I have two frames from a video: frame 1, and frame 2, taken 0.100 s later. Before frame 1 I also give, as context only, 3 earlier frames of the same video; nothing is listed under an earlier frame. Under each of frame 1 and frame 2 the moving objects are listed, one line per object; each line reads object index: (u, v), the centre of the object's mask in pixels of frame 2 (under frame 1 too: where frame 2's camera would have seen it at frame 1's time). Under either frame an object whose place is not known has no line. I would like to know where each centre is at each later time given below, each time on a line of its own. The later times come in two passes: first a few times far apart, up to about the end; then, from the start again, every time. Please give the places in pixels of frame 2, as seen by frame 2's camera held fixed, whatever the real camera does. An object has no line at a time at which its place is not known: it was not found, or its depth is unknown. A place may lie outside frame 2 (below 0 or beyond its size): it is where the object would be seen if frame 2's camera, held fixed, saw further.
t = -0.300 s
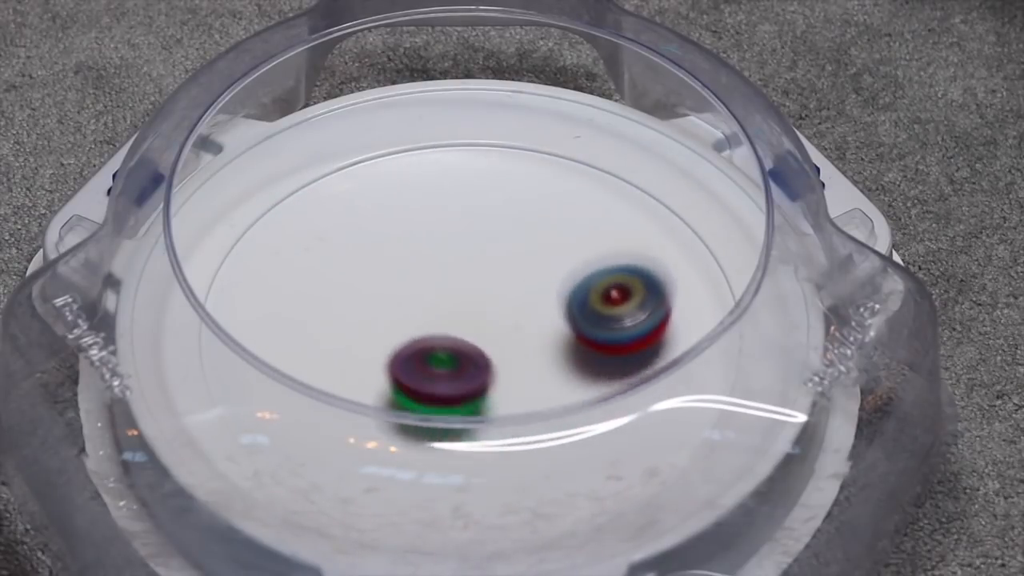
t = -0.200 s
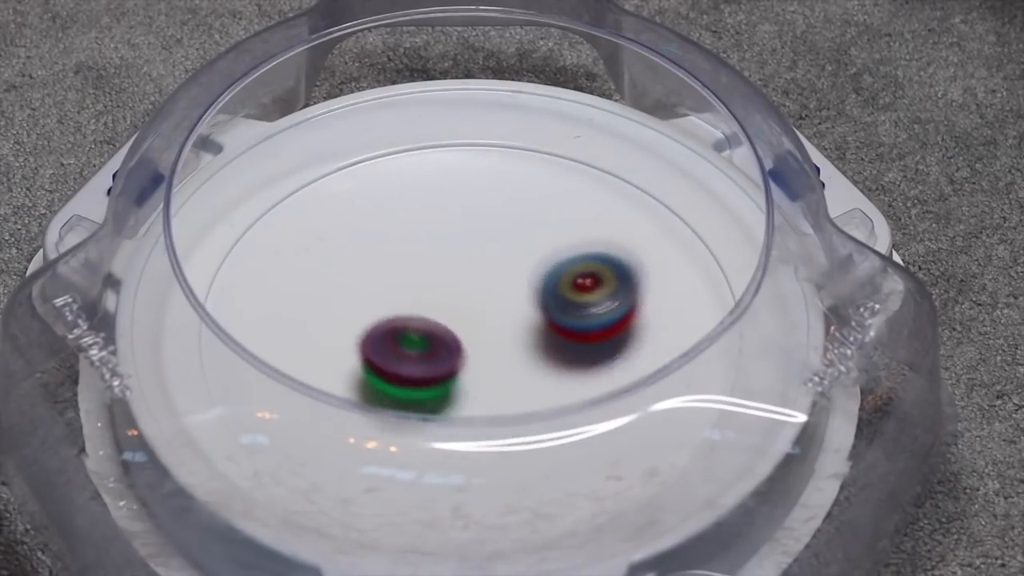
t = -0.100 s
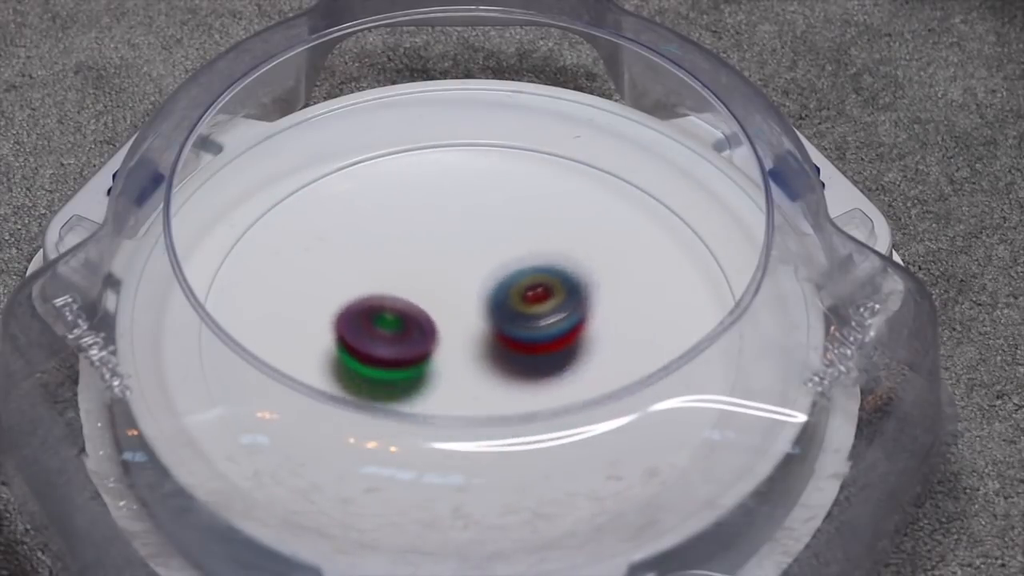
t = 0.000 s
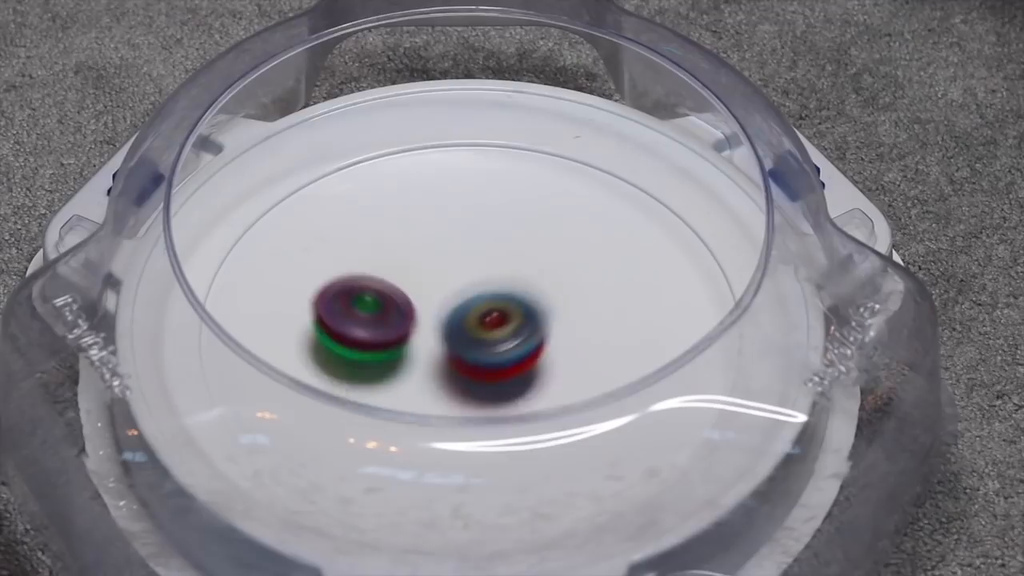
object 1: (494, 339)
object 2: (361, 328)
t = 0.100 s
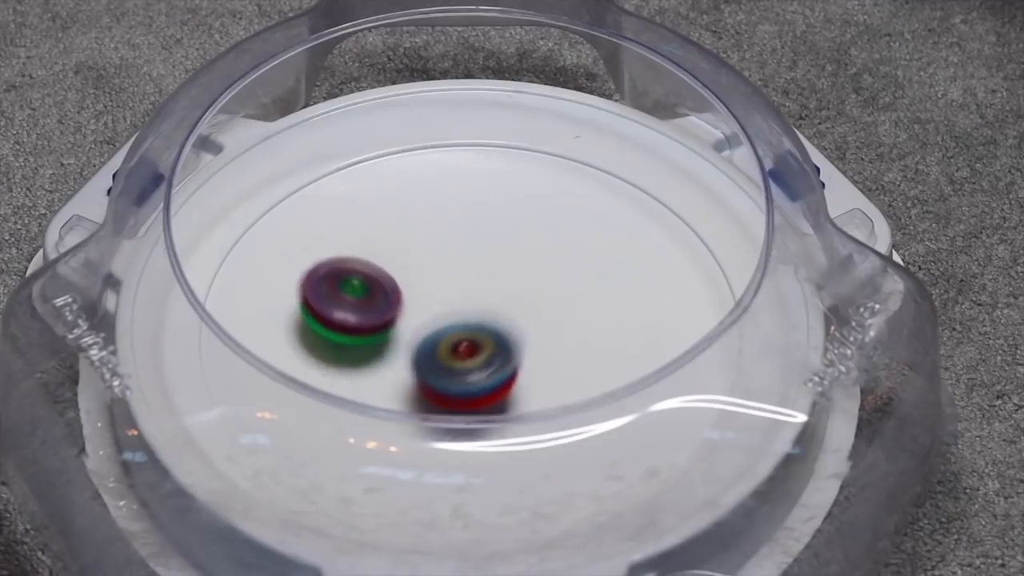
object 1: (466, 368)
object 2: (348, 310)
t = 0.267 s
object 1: (455, 414)
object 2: (349, 290)
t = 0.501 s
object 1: (512, 418)
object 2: (394, 277)
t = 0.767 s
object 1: (453, 351)
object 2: (478, 260)
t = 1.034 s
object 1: (360, 356)
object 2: (540, 264)
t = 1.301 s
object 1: (419, 361)
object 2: (569, 303)
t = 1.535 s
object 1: (443, 288)
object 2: (555, 351)
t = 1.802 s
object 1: (390, 251)
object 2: (503, 382)
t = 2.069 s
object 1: (450, 310)
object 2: (437, 397)
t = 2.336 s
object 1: (556, 294)
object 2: (390, 370)
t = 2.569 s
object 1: (541, 261)
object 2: (379, 335)
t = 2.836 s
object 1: (538, 326)
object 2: (358, 289)
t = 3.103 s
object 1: (593, 351)
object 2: (403, 275)
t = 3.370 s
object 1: (534, 352)
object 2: (478, 284)
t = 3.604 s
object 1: (473, 420)
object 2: (517, 276)
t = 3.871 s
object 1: (443, 431)
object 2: (543, 320)
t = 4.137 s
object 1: (408, 370)
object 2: (522, 366)
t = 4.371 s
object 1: (378, 312)
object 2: (478, 381)
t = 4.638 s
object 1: (372, 251)
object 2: (423, 374)
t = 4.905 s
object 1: (418, 239)
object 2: (398, 341)
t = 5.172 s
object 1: (510, 247)
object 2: (414, 309)
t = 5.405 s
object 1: (574, 269)
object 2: (454, 293)
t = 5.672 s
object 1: (606, 320)
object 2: (496, 300)
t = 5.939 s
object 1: (580, 368)
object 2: (508, 323)
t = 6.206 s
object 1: (508, 404)
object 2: (486, 338)
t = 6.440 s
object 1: (426, 415)
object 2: (458, 339)
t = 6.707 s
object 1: (362, 369)
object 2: (445, 328)
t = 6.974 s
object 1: (341, 315)
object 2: (465, 312)
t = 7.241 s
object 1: (372, 264)
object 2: (514, 309)
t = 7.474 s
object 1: (442, 249)
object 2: (532, 326)
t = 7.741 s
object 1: (520, 261)
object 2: (517, 362)
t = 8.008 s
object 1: (564, 306)
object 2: (466, 372)
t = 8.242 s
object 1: (552, 357)
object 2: (423, 360)
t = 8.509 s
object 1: (487, 382)
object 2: (414, 323)
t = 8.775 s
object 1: (412, 375)
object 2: (450, 295)
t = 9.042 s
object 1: (377, 328)
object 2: (499, 304)
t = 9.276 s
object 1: (396, 280)
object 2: (520, 332)
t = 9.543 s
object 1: (464, 258)
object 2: (492, 362)
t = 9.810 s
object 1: (531, 280)
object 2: (441, 370)
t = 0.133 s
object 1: (460, 374)
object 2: (345, 305)
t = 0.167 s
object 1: (456, 380)
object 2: (345, 301)
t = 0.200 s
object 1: (454, 397)
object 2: (345, 297)
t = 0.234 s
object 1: (453, 407)
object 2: (347, 293)
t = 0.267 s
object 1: (455, 414)
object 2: (349, 290)
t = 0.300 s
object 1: (459, 421)
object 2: (353, 287)
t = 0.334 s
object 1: (465, 429)
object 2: (358, 285)
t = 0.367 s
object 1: (475, 432)
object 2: (364, 282)
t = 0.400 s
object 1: (486, 431)
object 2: (370, 281)
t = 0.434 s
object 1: (497, 430)
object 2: (377, 279)
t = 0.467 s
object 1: (506, 427)
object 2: (386, 278)
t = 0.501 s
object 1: (512, 418)
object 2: (394, 277)
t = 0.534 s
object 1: (514, 399)
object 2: (404, 277)
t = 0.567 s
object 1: (512, 383)
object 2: (414, 277)
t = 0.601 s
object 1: (508, 376)
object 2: (425, 277)
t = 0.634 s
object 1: (501, 369)
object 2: (435, 277)
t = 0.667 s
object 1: (490, 363)
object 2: (445, 276)
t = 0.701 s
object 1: (478, 357)
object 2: (456, 270)
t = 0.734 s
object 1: (466, 356)
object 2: (468, 264)
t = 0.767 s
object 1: (453, 351)
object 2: (478, 260)
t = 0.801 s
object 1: (439, 351)
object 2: (486, 258)
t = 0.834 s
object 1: (423, 350)
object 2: (493, 259)
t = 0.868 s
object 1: (409, 346)
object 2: (502, 258)
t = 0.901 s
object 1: (396, 349)
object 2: (510, 259)
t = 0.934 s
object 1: (383, 350)
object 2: (518, 259)
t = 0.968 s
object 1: (373, 351)
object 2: (526, 261)
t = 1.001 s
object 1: (366, 353)
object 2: (533, 262)
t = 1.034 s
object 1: (360, 356)
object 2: (540, 264)
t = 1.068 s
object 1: (358, 358)
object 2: (546, 267)
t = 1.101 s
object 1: (360, 361)
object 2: (551, 271)
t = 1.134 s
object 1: (365, 365)
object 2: (557, 275)
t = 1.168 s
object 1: (373, 367)
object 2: (561, 279)
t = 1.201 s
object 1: (385, 369)
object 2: (564, 284)
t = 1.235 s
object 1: (397, 368)
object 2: (566, 290)
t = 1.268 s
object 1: (408, 365)
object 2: (568, 296)
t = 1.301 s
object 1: (419, 361)
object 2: (569, 303)
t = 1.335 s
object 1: (428, 350)
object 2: (569, 309)
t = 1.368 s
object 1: (435, 340)
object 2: (569, 316)
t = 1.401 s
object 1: (440, 331)
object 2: (567, 323)
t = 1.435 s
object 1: (443, 320)
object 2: (565, 330)
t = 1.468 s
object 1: (445, 309)
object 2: (563, 337)
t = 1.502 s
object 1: (445, 298)
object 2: (560, 344)
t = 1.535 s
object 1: (443, 288)
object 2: (555, 351)
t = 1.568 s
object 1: (440, 278)
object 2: (550, 356)
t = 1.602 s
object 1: (435, 268)
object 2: (545, 361)
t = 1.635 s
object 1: (429, 261)
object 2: (539, 366)
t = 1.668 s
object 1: (422, 254)
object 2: (533, 370)
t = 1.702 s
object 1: (414, 249)
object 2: (526, 373)
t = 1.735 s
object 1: (405, 247)
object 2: (519, 376)
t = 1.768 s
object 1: (397, 247)
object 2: (511, 379)
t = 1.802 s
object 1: (390, 251)
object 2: (503, 382)
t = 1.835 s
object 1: (386, 258)
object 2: (494, 384)
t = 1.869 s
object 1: (386, 266)
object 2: (486, 386)
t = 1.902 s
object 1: (390, 275)
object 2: (477, 388)
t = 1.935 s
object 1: (398, 284)
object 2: (469, 389)
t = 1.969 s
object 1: (408, 293)
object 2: (461, 389)
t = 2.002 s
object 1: (421, 300)
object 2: (454, 390)
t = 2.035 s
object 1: (435, 306)
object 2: (447, 390)
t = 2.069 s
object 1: (450, 310)
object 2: (437, 397)
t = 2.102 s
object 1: (465, 313)
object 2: (429, 403)
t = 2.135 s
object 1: (480, 314)
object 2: (423, 400)
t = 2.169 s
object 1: (494, 314)
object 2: (416, 397)
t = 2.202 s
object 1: (509, 312)
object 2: (409, 394)
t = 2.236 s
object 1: (523, 309)
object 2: (403, 391)
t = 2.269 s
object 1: (535, 305)
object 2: (398, 387)
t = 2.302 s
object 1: (547, 300)
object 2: (395, 372)
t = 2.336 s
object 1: (556, 294)
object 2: (390, 370)
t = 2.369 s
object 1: (564, 287)
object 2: (386, 366)
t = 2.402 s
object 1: (568, 280)
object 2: (383, 362)
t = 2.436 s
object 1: (570, 273)
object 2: (380, 358)
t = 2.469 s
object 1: (568, 267)
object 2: (379, 354)
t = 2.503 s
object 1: (562, 262)
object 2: (378, 348)
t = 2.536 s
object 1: (552, 260)
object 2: (378, 342)
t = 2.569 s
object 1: (541, 261)
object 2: (379, 335)
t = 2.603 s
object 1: (529, 265)
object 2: (380, 329)
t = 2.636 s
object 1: (517, 272)
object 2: (382, 323)
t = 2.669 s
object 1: (507, 280)
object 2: (386, 317)
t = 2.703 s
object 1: (499, 290)
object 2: (388, 311)
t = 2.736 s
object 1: (510, 301)
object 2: (375, 302)
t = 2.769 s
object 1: (521, 311)
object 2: (364, 296)
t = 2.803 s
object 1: (530, 319)
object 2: (359, 292)
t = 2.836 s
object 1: (538, 326)
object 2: (358, 289)
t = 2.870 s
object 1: (547, 334)
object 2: (361, 286)
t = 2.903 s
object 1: (554, 338)
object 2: (364, 284)
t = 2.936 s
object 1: (563, 344)
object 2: (368, 281)
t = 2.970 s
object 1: (570, 348)
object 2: (373, 278)
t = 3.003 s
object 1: (577, 350)
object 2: (379, 277)
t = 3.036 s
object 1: (583, 351)
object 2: (387, 276)
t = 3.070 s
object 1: (588, 351)
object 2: (394, 275)
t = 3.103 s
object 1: (593, 351)
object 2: (403, 275)
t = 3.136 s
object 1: (596, 350)
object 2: (412, 275)
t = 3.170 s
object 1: (595, 349)
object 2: (421, 276)
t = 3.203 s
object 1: (590, 348)
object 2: (431, 276)
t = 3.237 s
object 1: (582, 348)
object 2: (441, 278)
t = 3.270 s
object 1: (572, 348)
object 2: (451, 280)
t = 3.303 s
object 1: (561, 349)
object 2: (461, 283)
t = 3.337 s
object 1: (548, 350)
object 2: (470, 285)
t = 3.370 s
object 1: (534, 352)
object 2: (478, 284)
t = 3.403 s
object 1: (520, 361)
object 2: (487, 279)
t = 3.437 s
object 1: (509, 374)
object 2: (495, 274)
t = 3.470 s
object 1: (500, 380)
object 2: (500, 269)
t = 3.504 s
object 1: (492, 385)
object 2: (504, 267)
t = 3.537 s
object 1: (486, 397)
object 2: (508, 269)
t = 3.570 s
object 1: (478, 415)
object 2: (512, 272)
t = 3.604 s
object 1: (473, 420)
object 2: (517, 276)
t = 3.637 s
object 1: (469, 425)
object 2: (521, 281)
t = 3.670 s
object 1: (463, 430)
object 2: (526, 286)
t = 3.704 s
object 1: (458, 433)
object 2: (530, 291)
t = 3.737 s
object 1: (454, 434)
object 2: (534, 296)
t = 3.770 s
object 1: (451, 436)
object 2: (538, 302)
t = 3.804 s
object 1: (448, 436)
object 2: (540, 307)
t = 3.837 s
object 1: (446, 434)
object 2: (542, 314)
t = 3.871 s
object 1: (443, 431)
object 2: (543, 320)
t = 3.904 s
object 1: (440, 430)
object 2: (543, 326)
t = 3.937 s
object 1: (435, 428)
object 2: (542, 333)
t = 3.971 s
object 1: (432, 417)
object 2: (541, 339)
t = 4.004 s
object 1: (428, 410)
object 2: (538, 346)
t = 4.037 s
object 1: (422, 403)
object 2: (535, 353)
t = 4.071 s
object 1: (419, 381)
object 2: (531, 358)
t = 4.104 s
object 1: (413, 376)
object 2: (526, 363)
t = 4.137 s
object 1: (408, 370)
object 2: (522, 366)
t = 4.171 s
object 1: (403, 363)
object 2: (516, 370)
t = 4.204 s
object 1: (398, 357)
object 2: (511, 372)
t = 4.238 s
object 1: (393, 348)
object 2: (505, 375)
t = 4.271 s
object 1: (388, 339)
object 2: (498, 377)
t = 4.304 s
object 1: (385, 330)
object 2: (492, 378)
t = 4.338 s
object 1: (381, 321)
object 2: (485, 380)
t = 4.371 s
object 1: (378, 312)
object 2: (478, 381)
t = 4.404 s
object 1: (375, 301)
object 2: (470, 381)
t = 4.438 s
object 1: (373, 292)
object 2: (463, 381)
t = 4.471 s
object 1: (371, 286)
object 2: (457, 381)
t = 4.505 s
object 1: (371, 278)
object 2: (450, 380)
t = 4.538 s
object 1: (370, 271)
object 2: (443, 379)
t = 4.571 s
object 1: (370, 263)
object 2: (436, 378)
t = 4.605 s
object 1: (371, 257)
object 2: (430, 376)
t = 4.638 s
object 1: (372, 251)
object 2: (423, 374)
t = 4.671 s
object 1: (375, 246)
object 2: (418, 372)
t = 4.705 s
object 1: (378, 242)
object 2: (414, 368)
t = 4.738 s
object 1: (382, 238)
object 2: (409, 366)
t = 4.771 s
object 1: (387, 236)
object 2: (406, 363)
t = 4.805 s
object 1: (393, 236)
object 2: (404, 358)
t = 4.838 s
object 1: (401, 236)
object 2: (401, 353)
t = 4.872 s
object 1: (409, 237)
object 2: (399, 347)
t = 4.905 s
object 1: (418, 239)
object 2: (398, 341)
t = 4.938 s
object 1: (428, 241)
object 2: (398, 336)
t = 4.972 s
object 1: (440, 242)
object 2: (398, 331)
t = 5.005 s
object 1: (452, 243)
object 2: (398, 328)
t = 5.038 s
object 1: (464, 244)
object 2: (401, 324)
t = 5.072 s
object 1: (475, 244)
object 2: (403, 321)
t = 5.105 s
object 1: (487, 245)
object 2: (407, 317)
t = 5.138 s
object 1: (499, 246)
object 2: (410, 313)
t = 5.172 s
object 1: (510, 247)
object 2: (414, 309)
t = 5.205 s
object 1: (520, 249)
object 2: (418, 305)
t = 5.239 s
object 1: (530, 251)
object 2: (423, 302)
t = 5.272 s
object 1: (540, 254)
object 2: (428, 299)
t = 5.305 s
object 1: (550, 257)
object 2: (434, 297)
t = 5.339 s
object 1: (558, 260)
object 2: (440, 295)
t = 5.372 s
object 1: (566, 265)
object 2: (447, 294)
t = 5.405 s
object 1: (574, 269)
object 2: (454, 293)
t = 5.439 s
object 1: (580, 274)
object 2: (460, 292)
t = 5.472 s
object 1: (586, 279)
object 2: (467, 292)
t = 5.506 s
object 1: (590, 285)
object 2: (473, 293)
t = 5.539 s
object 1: (594, 291)
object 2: (480, 294)
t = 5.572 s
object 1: (597, 298)
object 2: (486, 295)
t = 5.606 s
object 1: (601, 305)
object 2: (489, 296)
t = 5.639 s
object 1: (604, 312)
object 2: (492, 298)
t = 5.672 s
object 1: (606, 320)
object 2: (496, 300)
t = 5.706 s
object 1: (606, 327)
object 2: (500, 303)
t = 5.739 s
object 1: (606, 334)
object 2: (503, 307)
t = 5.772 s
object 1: (604, 341)
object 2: (506, 310)
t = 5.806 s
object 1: (601, 347)
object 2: (508, 313)
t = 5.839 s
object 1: (597, 352)
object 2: (509, 315)
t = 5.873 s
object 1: (592, 357)
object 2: (509, 318)
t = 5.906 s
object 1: (586, 362)
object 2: (509, 321)
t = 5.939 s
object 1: (580, 368)
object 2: (508, 323)
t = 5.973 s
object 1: (573, 373)
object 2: (506, 326)
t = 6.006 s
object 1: (565, 377)
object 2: (504, 328)
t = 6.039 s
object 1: (557, 381)
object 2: (502, 330)
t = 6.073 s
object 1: (548, 384)
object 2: (499, 332)
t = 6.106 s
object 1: (540, 394)
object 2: (497, 334)
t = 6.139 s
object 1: (529, 397)
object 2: (494, 335)
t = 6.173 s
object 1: (519, 401)
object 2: (490, 336)
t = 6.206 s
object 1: (508, 404)
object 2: (486, 338)
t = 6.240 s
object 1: (497, 405)
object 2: (481, 339)
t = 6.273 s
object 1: (486, 407)
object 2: (477, 340)
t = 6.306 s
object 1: (474, 408)
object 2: (473, 341)
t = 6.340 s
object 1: (460, 414)
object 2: (469, 341)
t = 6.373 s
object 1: (448, 415)
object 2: (465, 340)
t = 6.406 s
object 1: (436, 416)
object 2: (461, 340)
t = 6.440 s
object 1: (426, 415)
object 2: (458, 339)
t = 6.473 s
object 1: (417, 412)
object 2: (456, 338)
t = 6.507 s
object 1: (407, 410)
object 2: (453, 337)
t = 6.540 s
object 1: (396, 407)
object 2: (451, 336)
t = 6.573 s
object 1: (388, 403)
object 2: (449, 335)
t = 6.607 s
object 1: (380, 401)
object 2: (447, 334)
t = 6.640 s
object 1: (372, 398)
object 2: (446, 332)
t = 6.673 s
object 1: (366, 391)
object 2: (445, 330)
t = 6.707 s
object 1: (362, 369)
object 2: (445, 328)
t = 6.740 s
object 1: (356, 364)
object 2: (446, 325)
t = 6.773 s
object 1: (351, 359)
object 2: (447, 322)
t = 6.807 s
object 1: (348, 354)
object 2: (447, 319)
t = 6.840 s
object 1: (346, 348)
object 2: (448, 317)
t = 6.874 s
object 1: (345, 342)
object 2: (449, 316)
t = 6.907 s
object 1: (345, 334)
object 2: (451, 314)
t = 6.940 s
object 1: (345, 324)
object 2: (455, 313)
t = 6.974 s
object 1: (341, 315)
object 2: (465, 312)
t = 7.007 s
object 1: (340, 308)
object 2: (474, 309)
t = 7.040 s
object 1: (342, 301)
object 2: (481, 307)
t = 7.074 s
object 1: (343, 293)
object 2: (487, 306)
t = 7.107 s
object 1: (347, 286)
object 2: (493, 306)
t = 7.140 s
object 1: (352, 279)
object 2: (498, 306)
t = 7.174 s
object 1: (358, 274)
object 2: (504, 306)
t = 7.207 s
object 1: (364, 268)
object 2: (509, 307)
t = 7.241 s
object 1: (372, 264)
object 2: (514, 309)
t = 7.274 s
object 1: (380, 260)
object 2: (518, 311)
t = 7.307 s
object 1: (390, 256)
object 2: (522, 313)
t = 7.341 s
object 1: (399, 253)
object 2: (526, 316)
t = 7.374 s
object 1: (409, 251)
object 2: (529, 318)
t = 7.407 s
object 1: (420, 250)
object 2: (531, 321)
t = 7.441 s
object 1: (430, 249)
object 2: (532, 323)
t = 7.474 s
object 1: (442, 249)
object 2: (532, 326)
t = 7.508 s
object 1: (452, 250)
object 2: (532, 329)
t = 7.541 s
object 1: (463, 252)
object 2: (531, 333)
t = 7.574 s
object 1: (473, 252)
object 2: (530, 338)
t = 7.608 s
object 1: (482, 251)
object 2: (530, 346)
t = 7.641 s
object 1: (492, 252)
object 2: (529, 351)
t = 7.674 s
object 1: (501, 254)
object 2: (526, 355)
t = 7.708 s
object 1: (511, 258)
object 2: (522, 358)
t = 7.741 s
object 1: (520, 261)
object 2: (517, 362)
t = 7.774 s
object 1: (528, 266)
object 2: (513, 364)
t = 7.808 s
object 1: (535, 270)
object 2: (507, 366)
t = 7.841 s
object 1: (542, 275)
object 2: (501, 368)
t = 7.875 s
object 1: (548, 280)
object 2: (494, 369)
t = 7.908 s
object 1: (554, 286)
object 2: (487, 371)
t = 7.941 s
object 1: (558, 293)
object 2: (480, 372)
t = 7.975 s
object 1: (562, 299)
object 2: (473, 372)
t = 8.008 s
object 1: (564, 306)
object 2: (466, 372)
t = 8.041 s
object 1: (566, 314)
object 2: (459, 371)
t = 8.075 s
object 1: (566, 321)
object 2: (452, 370)
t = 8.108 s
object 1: (565, 329)
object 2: (445, 369)
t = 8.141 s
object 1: (564, 337)
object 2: (439, 368)
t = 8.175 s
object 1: (561, 343)
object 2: (433, 365)
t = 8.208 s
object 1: (557, 351)
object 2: (428, 363)
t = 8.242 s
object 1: (552, 357)
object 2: (423, 360)
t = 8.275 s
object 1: (547, 362)
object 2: (419, 357)
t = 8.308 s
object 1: (540, 368)
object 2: (416, 352)
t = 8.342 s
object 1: (532, 371)
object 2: (414, 348)
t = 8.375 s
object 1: (524, 375)
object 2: (412, 343)
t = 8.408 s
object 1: (515, 378)
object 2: (412, 338)
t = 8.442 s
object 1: (506, 380)
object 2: (411, 333)
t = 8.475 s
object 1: (497, 382)
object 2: (412, 328)
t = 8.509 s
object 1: (487, 382)
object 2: (414, 323)
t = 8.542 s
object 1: (477, 383)
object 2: (416, 318)
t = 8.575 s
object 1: (467, 383)
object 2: (419, 313)
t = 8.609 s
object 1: (458, 384)
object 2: (423, 308)
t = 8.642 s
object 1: (448, 383)
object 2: (427, 304)
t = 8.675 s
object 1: (438, 381)
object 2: (432, 301)
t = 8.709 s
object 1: (429, 380)
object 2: (438, 298)
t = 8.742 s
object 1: (420, 378)
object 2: (445, 296)
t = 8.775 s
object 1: (412, 375)
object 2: (450, 295)
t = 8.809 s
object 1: (404, 371)
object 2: (457, 295)
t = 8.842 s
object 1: (397, 367)
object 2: (463, 295)
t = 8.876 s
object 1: (392, 362)
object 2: (469, 296)
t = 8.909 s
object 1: (386, 356)
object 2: (475, 296)
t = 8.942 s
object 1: (382, 352)
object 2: (481, 297)
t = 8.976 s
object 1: (379, 343)
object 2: (487, 299)
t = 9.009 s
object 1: (377, 336)
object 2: (493, 301)
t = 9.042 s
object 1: (377, 328)
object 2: (499, 304)
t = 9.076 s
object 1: (377, 321)
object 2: (504, 307)
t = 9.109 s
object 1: (378, 313)
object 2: (508, 310)
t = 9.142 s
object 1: (379, 307)
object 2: (512, 314)
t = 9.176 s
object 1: (382, 300)
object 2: (515, 319)
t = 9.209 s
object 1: (386, 293)
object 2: (517, 323)
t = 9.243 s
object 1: (391, 286)
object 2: (519, 328)
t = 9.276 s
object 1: (396, 280)
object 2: (520, 332)
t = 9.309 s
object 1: (403, 275)
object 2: (519, 336)
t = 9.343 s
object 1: (410, 270)
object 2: (518, 340)
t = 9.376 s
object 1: (418, 266)
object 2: (515, 344)
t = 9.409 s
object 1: (427, 263)
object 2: (512, 348)
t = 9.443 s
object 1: (435, 260)
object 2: (508, 352)
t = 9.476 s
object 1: (444, 259)
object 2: (503, 356)
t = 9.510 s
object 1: (454, 258)
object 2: (498, 359)
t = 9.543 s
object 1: (464, 258)
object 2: (492, 362)
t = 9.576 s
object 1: (473, 258)
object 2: (486, 364)
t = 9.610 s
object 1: (482, 259)
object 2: (480, 366)
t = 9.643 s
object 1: (492, 261)
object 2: (473, 368)
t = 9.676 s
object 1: (500, 263)
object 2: (466, 370)
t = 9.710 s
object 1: (508, 267)
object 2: (459, 370)
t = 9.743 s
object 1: (516, 271)
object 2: (453, 371)
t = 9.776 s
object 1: (524, 275)
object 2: (446, 372)
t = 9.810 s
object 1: (531, 280)
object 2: (441, 370)
